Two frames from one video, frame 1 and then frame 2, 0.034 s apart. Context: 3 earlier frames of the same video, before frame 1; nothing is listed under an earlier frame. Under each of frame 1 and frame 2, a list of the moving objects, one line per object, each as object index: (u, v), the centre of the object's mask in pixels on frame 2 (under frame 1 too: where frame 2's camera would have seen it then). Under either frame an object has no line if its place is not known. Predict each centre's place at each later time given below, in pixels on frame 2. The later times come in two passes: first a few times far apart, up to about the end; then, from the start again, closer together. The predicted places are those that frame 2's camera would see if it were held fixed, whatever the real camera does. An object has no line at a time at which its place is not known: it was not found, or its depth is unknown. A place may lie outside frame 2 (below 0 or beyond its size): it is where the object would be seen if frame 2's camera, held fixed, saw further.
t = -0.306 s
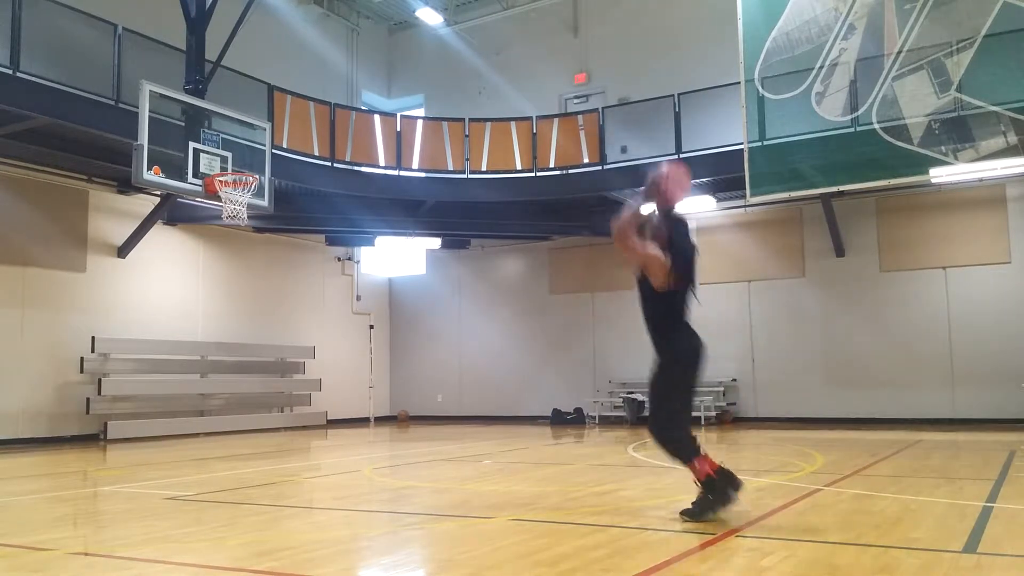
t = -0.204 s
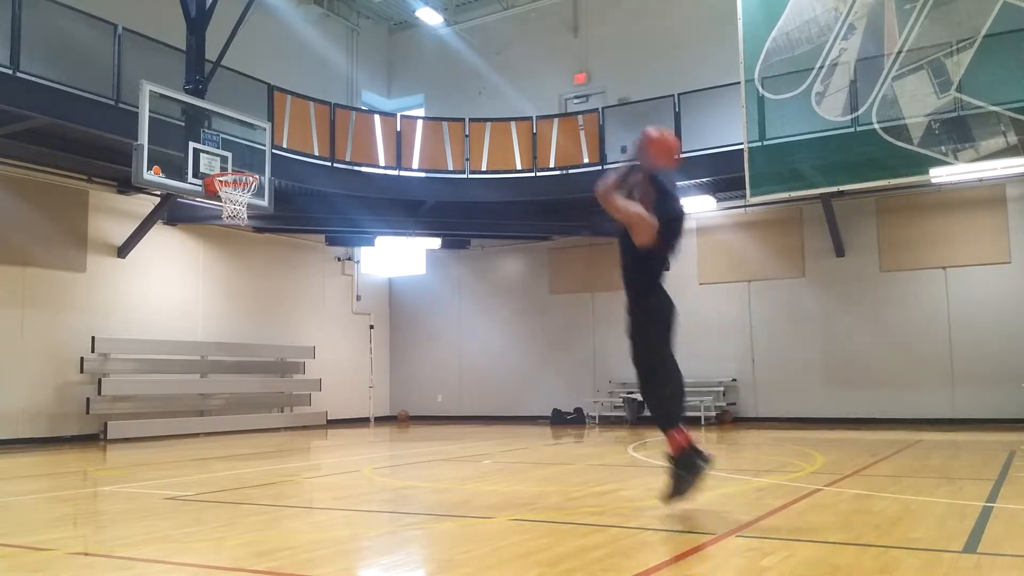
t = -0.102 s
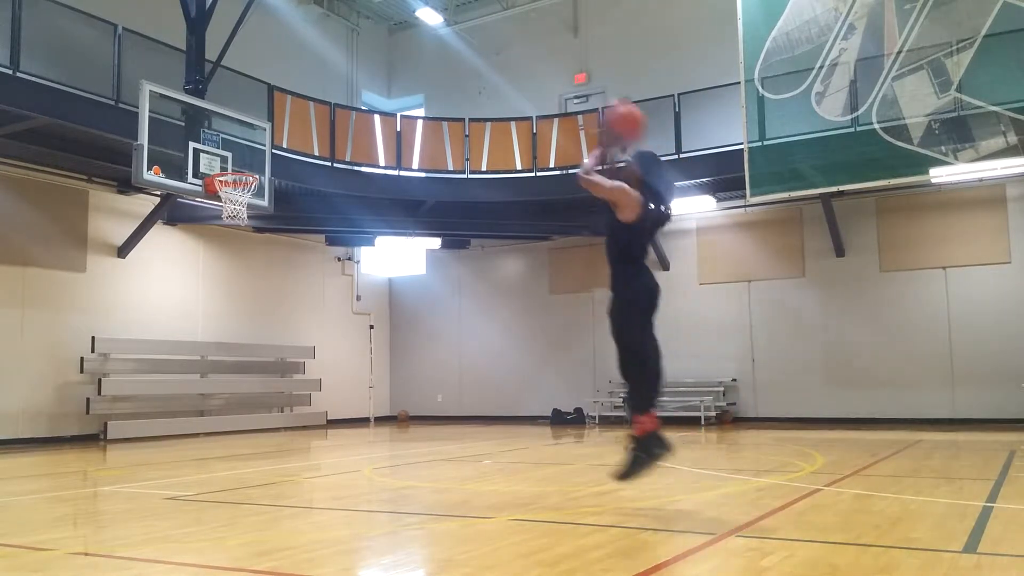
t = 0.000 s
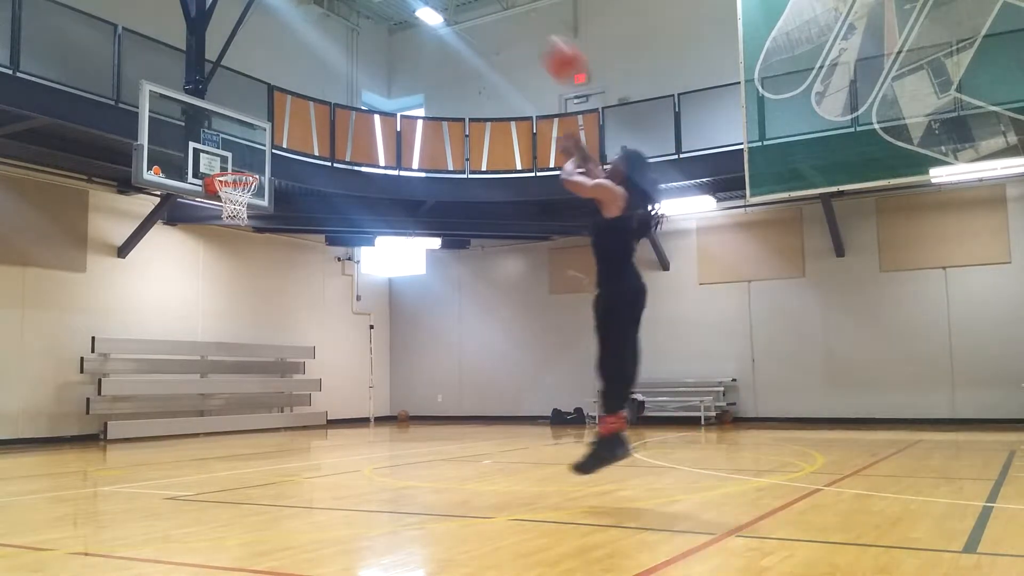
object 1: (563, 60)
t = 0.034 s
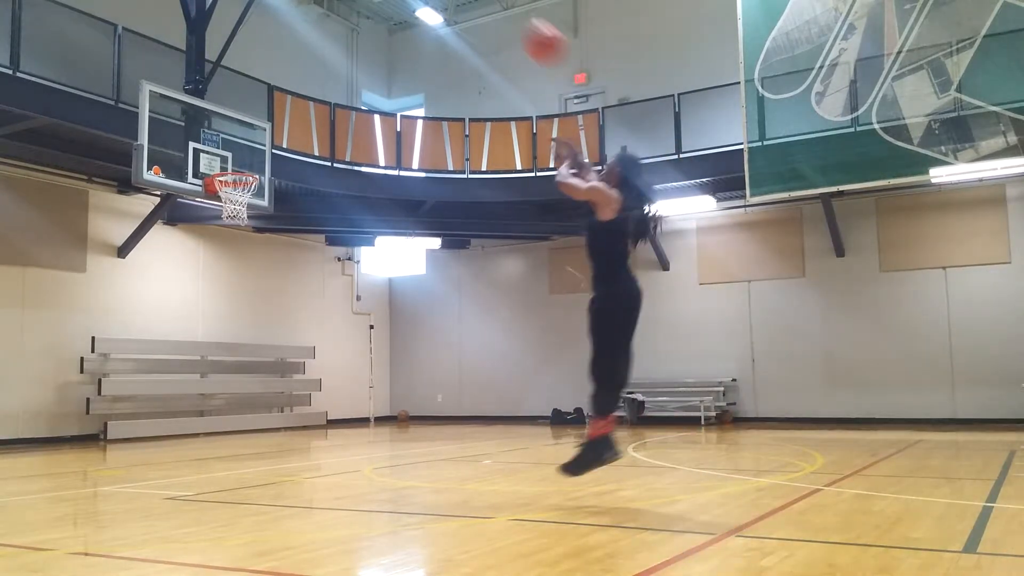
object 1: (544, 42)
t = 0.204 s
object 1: (460, 4)
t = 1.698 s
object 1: (247, 227)
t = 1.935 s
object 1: (240, 314)
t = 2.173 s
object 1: (233, 438)
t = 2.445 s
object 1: (225, 333)
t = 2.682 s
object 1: (218, 297)
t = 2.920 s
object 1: (210, 309)
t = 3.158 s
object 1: (201, 374)
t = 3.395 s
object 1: (192, 414)
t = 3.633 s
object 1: (185, 358)
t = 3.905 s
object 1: (176, 354)
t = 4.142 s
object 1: (166, 406)
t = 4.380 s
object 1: (158, 408)
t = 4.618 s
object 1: (153, 381)
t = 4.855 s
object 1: (145, 406)
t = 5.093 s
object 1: (136, 424)
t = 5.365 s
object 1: (127, 405)
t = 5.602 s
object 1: (117, 444)
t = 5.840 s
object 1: (112, 419)
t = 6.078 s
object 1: (103, 438)
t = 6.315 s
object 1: (97, 429)
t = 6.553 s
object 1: (90, 446)
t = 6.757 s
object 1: (85, 436)
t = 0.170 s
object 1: (474, 5)
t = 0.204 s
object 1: (460, 4)
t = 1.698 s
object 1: (247, 227)
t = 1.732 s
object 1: (245, 236)
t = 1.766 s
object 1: (244, 247)
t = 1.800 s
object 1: (244, 259)
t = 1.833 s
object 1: (243, 270)
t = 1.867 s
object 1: (242, 284)
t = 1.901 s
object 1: (241, 299)
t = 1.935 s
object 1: (240, 314)
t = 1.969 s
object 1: (239, 332)
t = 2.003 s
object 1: (238, 350)
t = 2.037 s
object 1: (237, 370)
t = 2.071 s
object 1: (237, 389)
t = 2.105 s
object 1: (236, 409)
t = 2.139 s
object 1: (234, 435)
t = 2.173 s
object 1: (233, 438)
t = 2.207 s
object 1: (232, 421)
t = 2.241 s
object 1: (230, 405)
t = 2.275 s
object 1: (230, 391)
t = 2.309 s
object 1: (229, 378)
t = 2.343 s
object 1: (228, 364)
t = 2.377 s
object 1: (227, 354)
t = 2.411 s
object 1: (226, 342)
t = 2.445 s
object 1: (225, 333)
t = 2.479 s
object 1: (224, 325)
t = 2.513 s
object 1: (223, 318)
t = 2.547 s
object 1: (222, 311)
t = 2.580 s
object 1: (221, 306)
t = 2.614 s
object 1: (220, 302)
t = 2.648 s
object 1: (219, 299)
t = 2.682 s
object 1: (218, 297)
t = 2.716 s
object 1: (217, 295)
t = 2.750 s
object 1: (216, 295)
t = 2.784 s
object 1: (215, 296)
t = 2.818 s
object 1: (214, 297)
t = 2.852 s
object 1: (213, 300)
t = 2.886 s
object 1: (211, 304)
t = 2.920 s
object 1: (210, 309)
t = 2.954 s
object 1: (209, 315)
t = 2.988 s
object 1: (208, 322)
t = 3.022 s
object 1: (206, 330)
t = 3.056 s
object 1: (205, 339)
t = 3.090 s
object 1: (203, 350)
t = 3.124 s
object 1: (202, 362)
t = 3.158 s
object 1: (201, 374)
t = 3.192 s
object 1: (199, 387)
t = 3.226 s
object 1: (198, 402)
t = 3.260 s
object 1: (197, 417)
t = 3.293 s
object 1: (195, 432)
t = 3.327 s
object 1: (194, 441)
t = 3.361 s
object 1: (193, 426)
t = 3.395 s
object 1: (192, 414)
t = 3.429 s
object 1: (191, 403)
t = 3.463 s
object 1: (190, 393)
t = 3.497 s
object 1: (189, 384)
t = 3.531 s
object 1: (188, 375)
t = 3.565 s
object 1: (188, 369)
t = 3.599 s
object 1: (186, 363)
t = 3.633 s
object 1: (185, 358)
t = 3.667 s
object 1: (184, 354)
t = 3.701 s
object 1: (183, 351)
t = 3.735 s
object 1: (182, 349)
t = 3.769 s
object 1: (181, 348)
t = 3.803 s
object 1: (180, 348)
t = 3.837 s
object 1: (178, 349)
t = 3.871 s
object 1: (177, 351)
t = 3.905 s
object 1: (176, 354)
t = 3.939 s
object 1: (174, 358)
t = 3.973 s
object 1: (174, 363)
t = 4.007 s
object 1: (172, 370)
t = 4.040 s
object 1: (170, 377)
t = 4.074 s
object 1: (169, 386)
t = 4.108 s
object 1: (167, 396)
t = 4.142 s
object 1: (166, 406)
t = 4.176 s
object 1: (164, 418)
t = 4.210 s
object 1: (163, 432)
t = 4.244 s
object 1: (161, 444)
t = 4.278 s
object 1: (160, 436)
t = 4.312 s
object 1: (160, 425)
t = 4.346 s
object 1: (160, 416)
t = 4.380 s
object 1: (158, 408)
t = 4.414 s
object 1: (157, 402)
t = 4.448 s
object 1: (157, 395)
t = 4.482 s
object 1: (156, 390)
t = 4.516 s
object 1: (155, 387)
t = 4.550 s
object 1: (155, 384)
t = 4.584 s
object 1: (154, 382)
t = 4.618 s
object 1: (153, 381)
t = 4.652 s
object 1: (152, 381)
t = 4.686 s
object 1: (150, 383)
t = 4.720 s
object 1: (150, 386)
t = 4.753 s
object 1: (148, 389)
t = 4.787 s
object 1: (147, 394)
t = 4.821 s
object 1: (146, 399)
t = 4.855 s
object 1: (145, 406)
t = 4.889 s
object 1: (143, 414)
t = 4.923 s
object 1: (142, 422)
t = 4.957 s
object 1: (140, 433)
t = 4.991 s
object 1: (139, 445)
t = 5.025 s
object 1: (138, 441)
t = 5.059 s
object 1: (137, 432)
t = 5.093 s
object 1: (136, 424)
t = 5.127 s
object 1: (135, 418)
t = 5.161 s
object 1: (134, 413)
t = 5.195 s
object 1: (133, 409)
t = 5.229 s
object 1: (132, 407)
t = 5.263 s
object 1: (131, 404)
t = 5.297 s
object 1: (130, 404)
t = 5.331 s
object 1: (129, 404)
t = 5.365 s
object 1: (127, 405)
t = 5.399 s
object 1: (126, 406)
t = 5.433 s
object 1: (125, 409)
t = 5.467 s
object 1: (123, 414)
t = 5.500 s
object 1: (122, 420)
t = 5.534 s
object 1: (121, 427)
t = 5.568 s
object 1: (118, 435)
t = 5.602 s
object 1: (117, 444)
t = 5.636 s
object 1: (116, 444)
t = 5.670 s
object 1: (116, 437)
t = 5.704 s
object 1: (115, 432)
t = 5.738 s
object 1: (115, 427)
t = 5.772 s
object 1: (113, 423)
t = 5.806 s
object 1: (112, 420)
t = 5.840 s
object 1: (112, 419)
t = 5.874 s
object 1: (111, 419)
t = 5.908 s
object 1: (110, 419)
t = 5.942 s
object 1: (109, 421)
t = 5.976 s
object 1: (108, 423)
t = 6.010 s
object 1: (106, 428)
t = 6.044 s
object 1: (105, 432)
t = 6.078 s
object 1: (103, 438)
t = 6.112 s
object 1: (102, 444)
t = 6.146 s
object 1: (102, 443)
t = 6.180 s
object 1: (100, 439)
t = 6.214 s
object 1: (100, 434)
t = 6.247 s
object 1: (98, 432)
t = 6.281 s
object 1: (98, 430)
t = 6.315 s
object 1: (97, 429)
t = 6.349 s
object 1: (96, 429)
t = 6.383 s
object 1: (95, 430)
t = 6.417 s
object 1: (94, 432)
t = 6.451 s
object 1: (93, 434)
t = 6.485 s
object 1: (92, 439)
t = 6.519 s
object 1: (91, 444)
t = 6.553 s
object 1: (90, 446)
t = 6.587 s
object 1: (89, 441)
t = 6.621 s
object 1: (89, 439)
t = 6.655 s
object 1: (88, 437)
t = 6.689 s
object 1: (87, 436)
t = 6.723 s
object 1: (86, 436)
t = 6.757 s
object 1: (85, 436)
